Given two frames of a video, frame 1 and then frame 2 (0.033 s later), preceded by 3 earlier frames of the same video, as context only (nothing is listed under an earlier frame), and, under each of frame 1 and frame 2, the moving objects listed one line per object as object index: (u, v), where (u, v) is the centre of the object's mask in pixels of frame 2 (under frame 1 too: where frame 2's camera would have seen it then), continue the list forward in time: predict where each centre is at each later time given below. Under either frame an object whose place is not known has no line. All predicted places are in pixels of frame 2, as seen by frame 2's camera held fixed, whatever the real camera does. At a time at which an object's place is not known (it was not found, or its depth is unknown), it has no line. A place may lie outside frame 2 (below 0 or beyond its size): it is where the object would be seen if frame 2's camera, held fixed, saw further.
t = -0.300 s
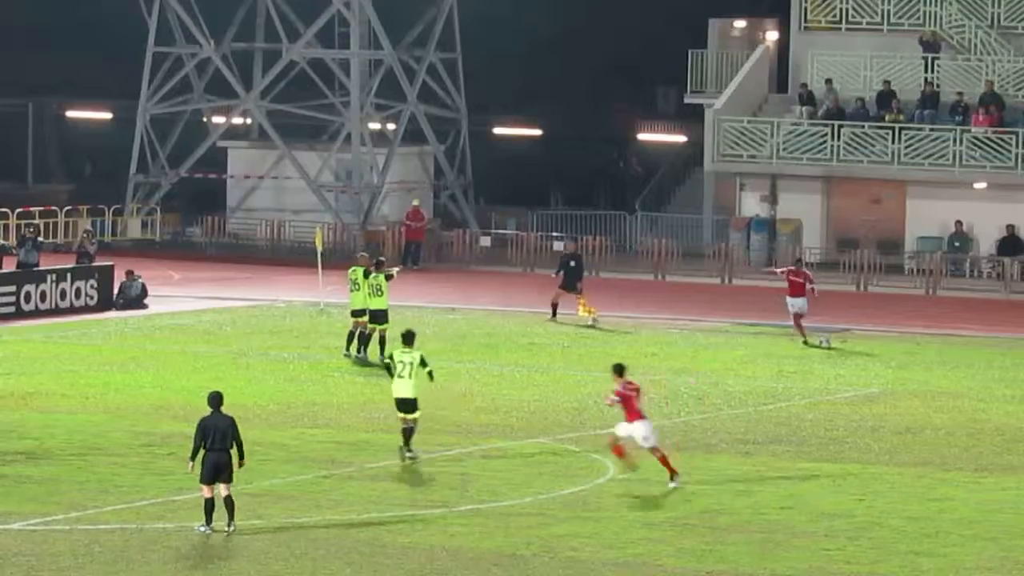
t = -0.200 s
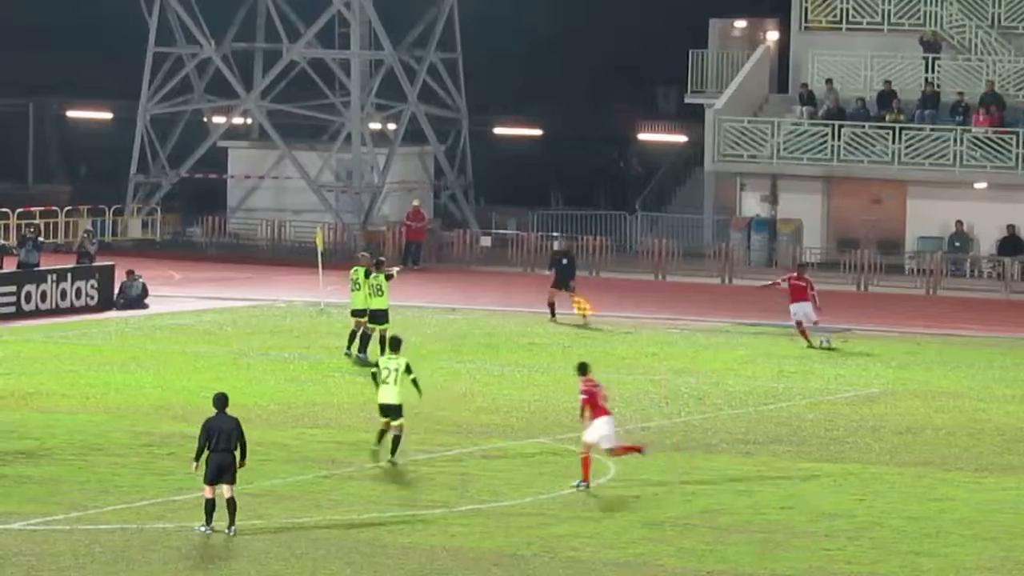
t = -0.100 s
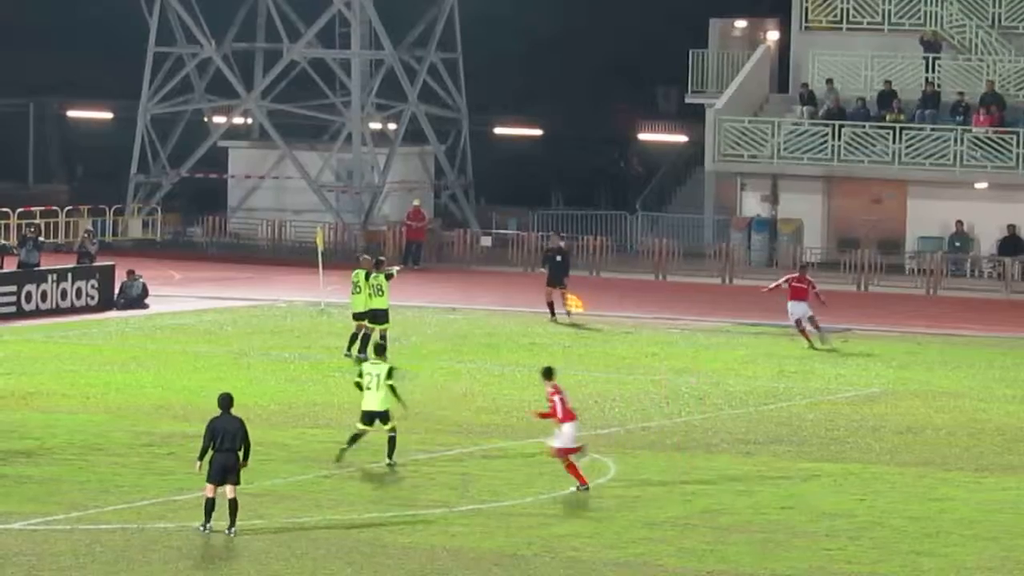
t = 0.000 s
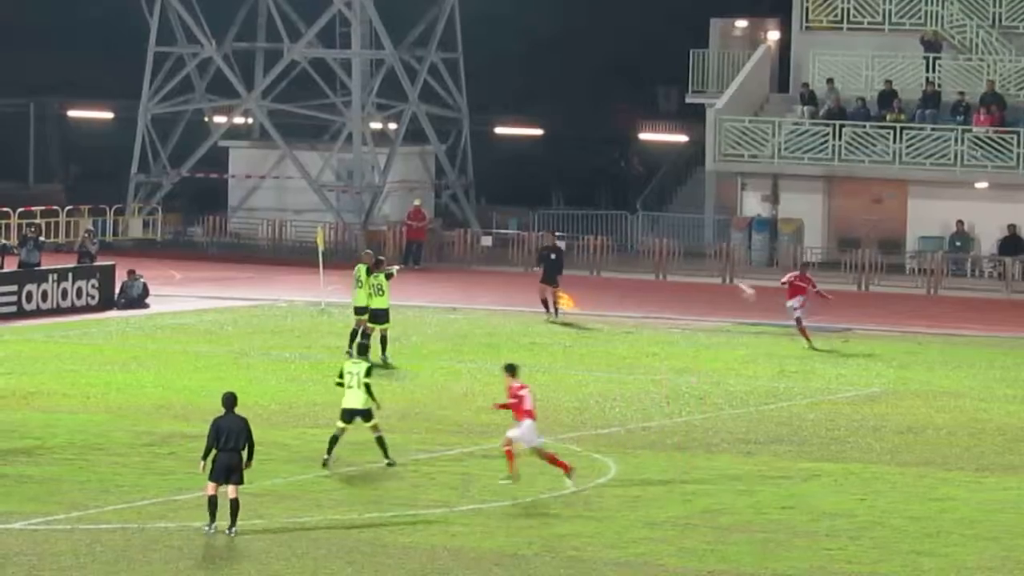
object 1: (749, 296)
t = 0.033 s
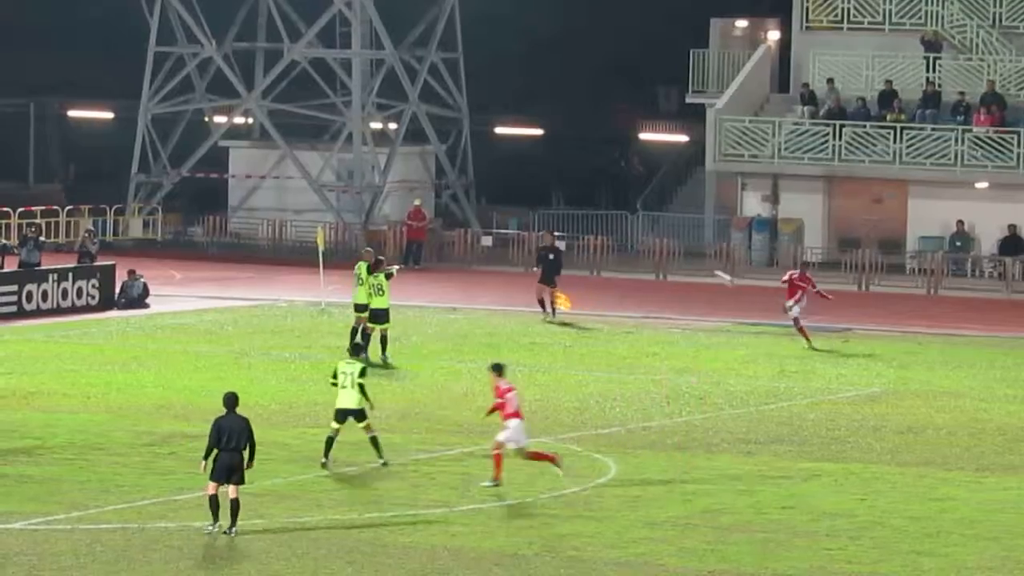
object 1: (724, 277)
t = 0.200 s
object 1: (597, 221)
